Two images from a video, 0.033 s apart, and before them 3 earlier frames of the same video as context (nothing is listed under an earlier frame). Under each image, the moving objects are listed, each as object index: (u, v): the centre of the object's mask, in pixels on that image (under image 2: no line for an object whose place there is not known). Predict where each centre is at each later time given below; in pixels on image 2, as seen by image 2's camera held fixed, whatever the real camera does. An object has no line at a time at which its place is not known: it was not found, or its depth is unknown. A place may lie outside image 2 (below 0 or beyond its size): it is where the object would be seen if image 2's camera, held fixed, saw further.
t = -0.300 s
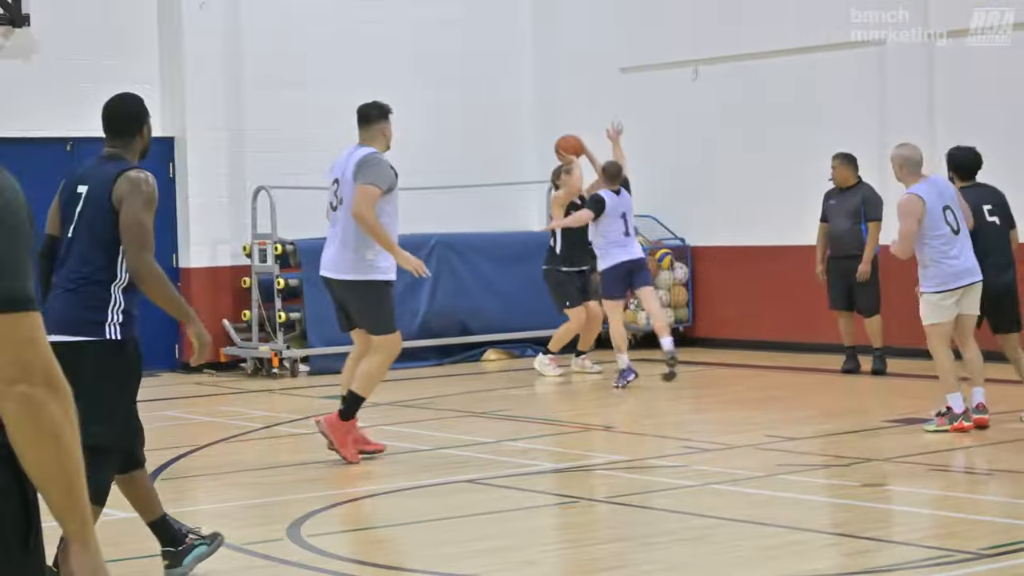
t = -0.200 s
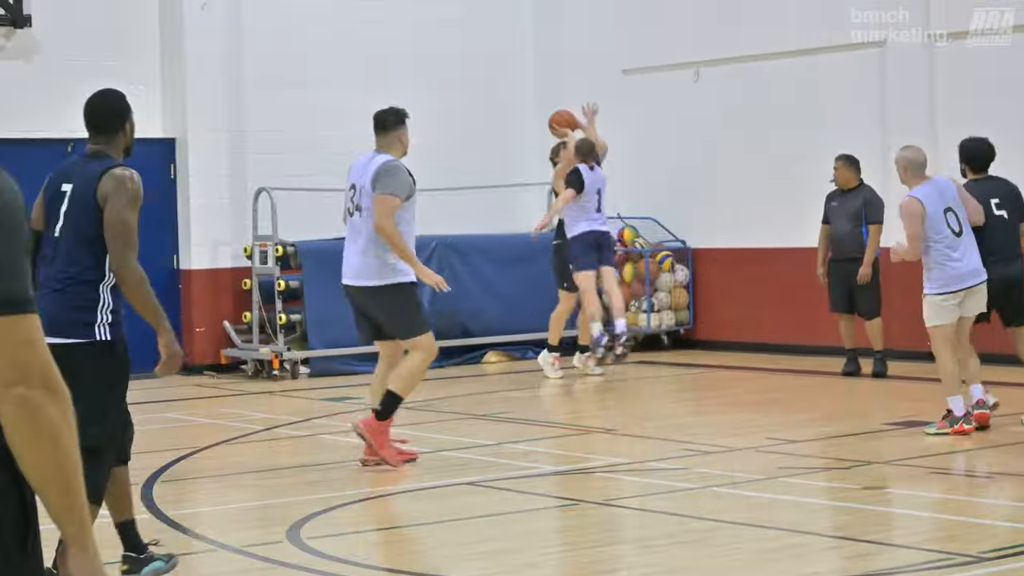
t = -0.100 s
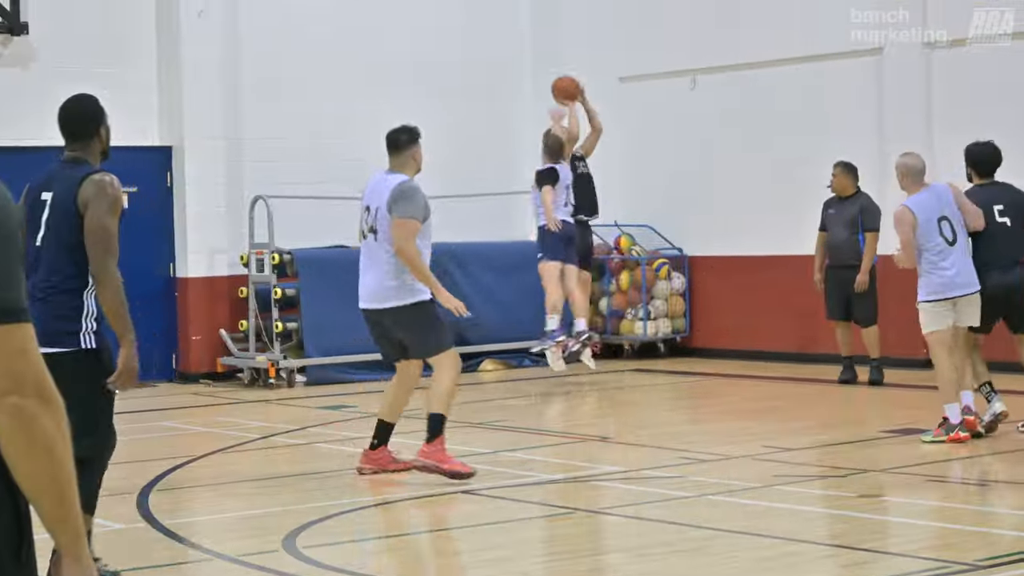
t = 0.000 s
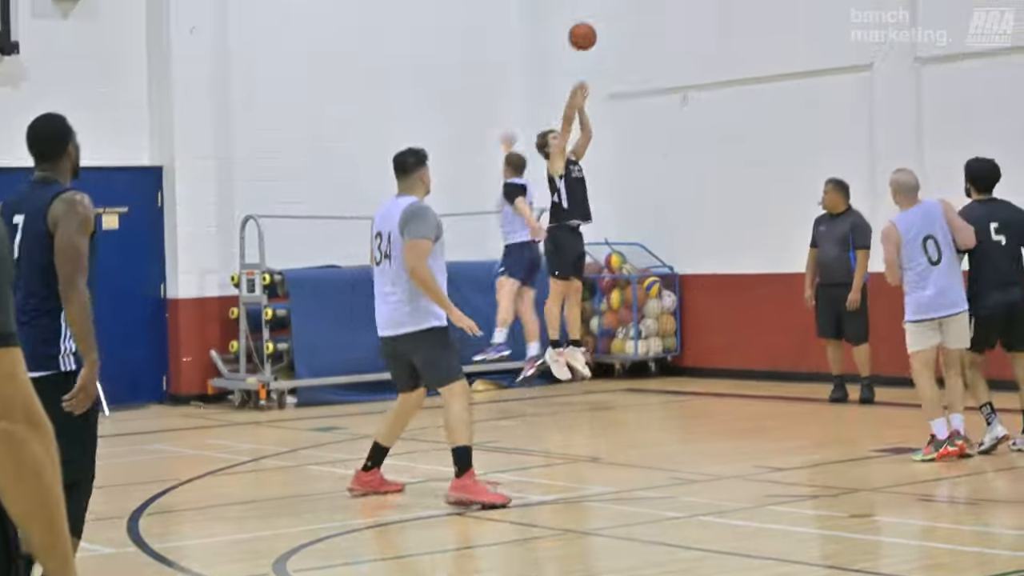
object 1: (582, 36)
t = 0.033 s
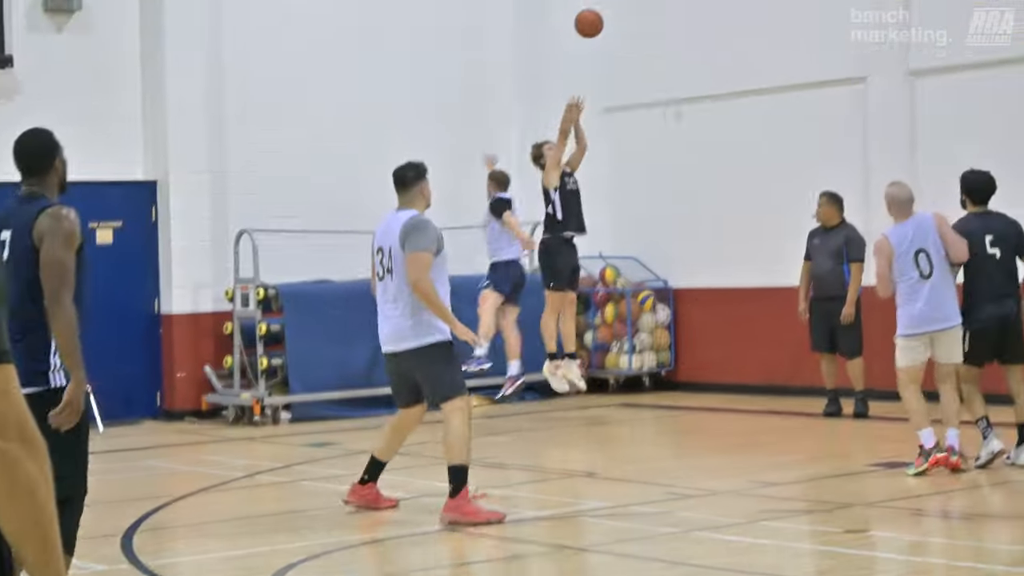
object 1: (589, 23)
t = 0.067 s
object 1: (602, -4)
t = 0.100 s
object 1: (616, -31)
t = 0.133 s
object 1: (630, -59)
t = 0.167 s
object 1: (645, -86)
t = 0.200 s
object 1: (659, -109)
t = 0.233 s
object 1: (675, -124)
